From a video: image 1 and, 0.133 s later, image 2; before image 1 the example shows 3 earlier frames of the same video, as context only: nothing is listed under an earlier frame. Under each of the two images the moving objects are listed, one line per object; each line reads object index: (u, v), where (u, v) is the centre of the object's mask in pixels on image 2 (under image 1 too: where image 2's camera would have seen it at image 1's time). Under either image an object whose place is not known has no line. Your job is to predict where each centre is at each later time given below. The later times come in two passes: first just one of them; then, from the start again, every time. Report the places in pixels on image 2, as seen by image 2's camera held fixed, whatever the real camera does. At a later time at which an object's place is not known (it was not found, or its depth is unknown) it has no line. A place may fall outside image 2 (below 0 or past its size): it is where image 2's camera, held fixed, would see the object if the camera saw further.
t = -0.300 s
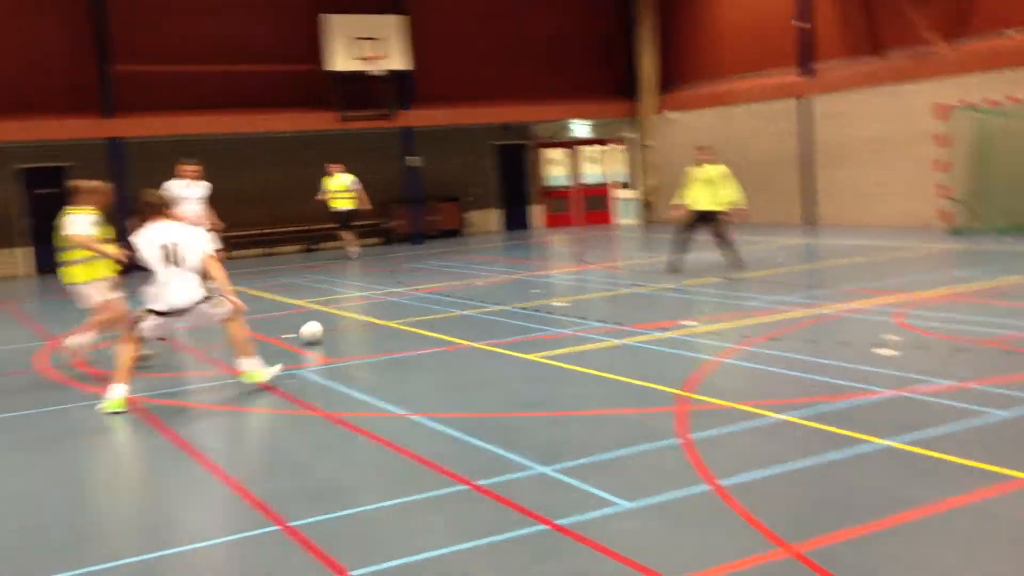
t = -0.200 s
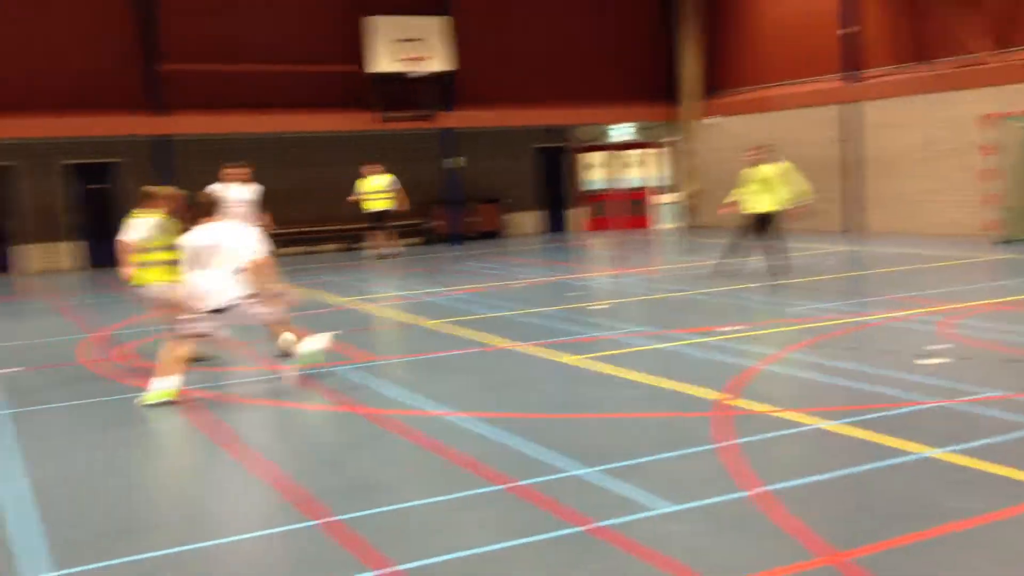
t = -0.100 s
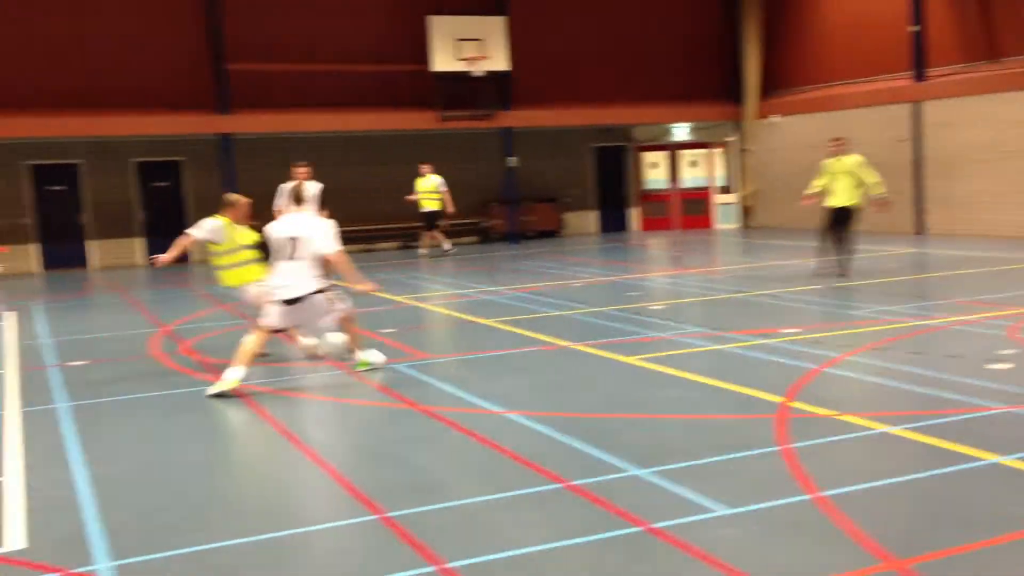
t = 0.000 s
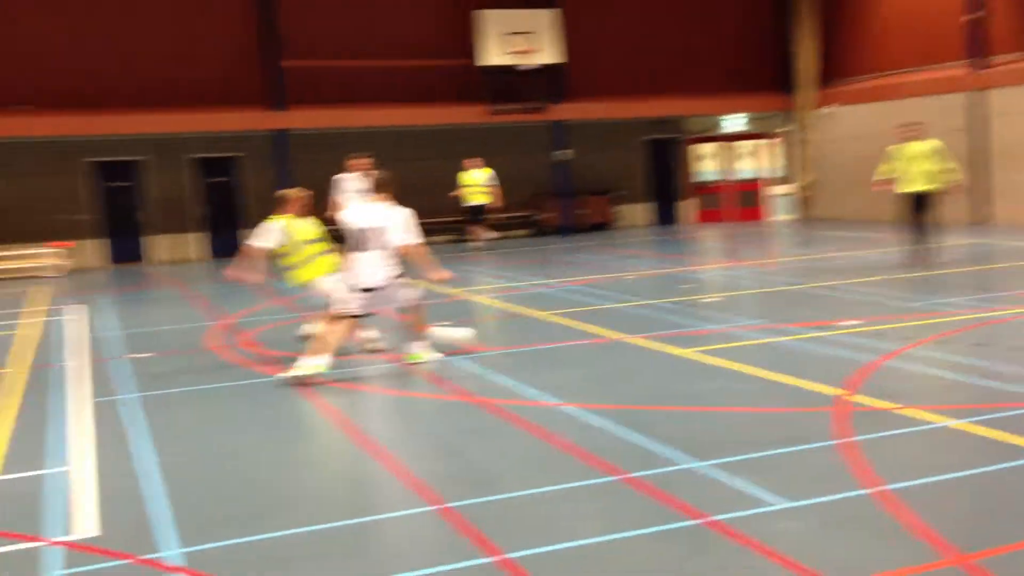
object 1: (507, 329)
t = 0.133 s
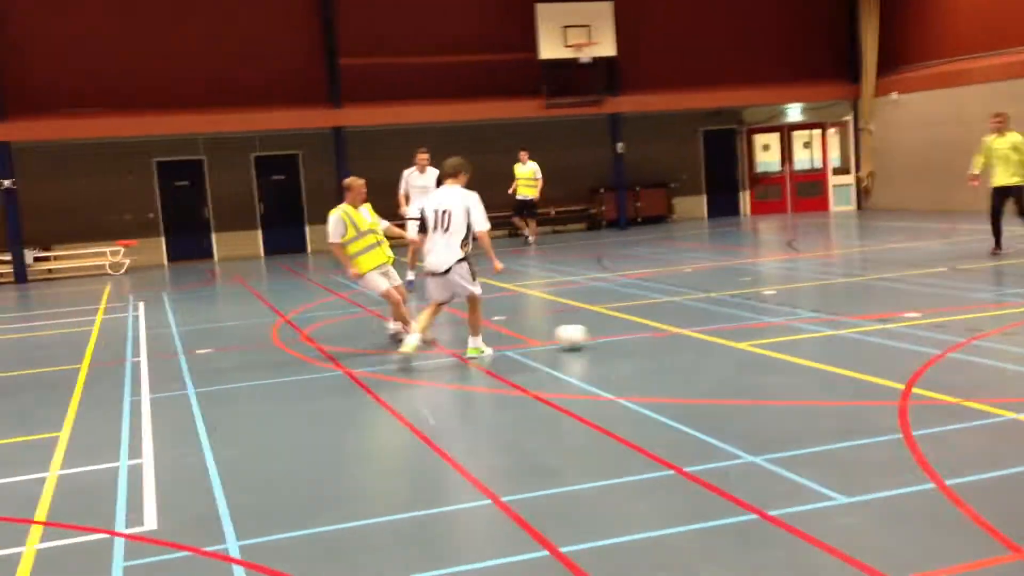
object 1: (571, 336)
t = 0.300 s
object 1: (637, 342)
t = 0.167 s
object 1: (585, 338)
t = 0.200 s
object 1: (599, 338)
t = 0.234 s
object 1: (612, 339)
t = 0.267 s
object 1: (624, 339)
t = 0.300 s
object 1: (637, 342)
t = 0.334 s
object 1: (649, 342)
